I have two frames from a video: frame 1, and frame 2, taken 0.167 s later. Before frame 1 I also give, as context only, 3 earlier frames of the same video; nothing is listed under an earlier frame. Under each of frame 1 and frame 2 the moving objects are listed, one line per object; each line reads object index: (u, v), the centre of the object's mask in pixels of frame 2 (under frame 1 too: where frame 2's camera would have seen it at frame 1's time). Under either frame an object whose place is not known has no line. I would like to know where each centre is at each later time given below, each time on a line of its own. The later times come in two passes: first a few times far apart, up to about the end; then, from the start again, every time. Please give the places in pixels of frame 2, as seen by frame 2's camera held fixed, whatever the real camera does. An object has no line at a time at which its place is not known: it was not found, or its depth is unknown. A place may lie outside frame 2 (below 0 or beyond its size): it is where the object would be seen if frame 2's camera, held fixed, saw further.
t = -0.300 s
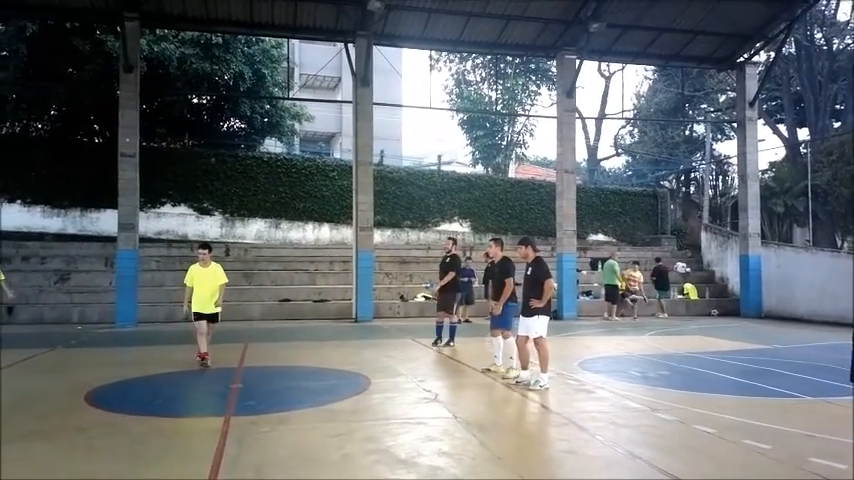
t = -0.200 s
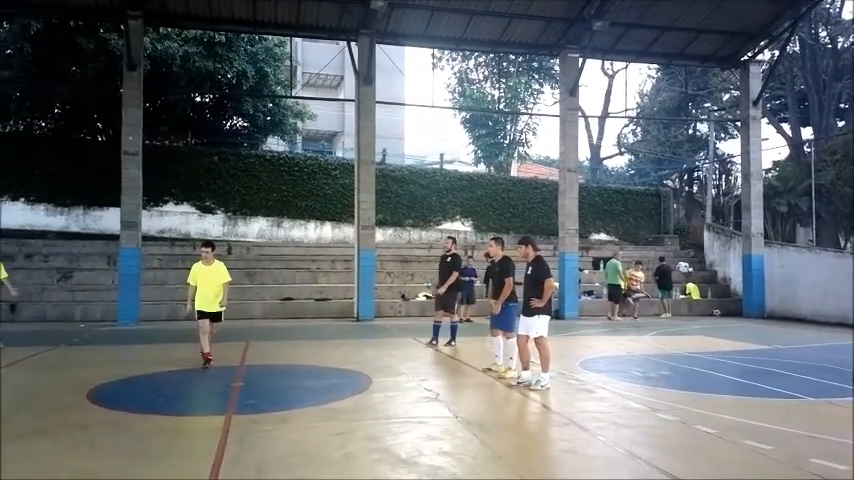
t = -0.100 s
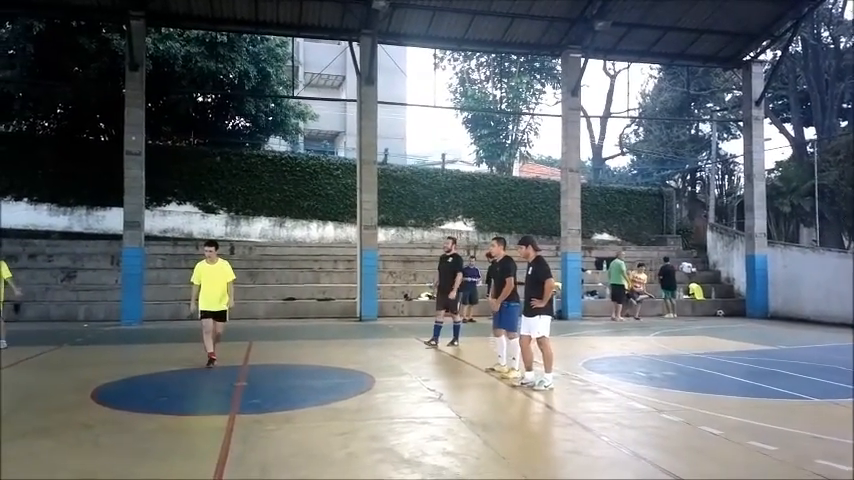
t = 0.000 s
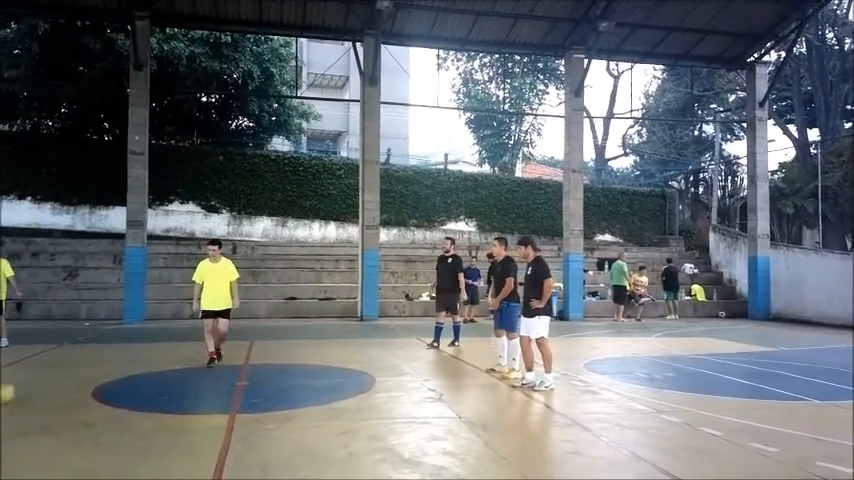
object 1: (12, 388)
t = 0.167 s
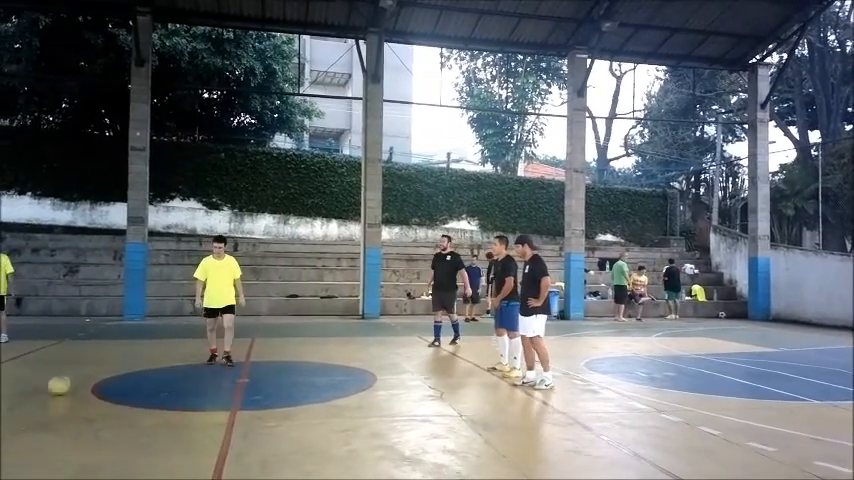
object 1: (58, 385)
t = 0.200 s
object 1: (68, 384)
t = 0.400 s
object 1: (123, 379)
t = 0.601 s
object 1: (174, 375)
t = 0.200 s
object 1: (68, 384)
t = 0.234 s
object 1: (80, 383)
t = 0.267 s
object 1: (88, 382)
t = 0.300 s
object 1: (97, 382)
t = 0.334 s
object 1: (106, 380)
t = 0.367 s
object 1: (115, 380)
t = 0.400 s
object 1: (123, 379)
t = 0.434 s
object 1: (131, 378)
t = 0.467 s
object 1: (141, 377)
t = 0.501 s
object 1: (150, 376)
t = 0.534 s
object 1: (159, 375)
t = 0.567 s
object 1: (167, 375)
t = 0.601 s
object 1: (174, 375)
